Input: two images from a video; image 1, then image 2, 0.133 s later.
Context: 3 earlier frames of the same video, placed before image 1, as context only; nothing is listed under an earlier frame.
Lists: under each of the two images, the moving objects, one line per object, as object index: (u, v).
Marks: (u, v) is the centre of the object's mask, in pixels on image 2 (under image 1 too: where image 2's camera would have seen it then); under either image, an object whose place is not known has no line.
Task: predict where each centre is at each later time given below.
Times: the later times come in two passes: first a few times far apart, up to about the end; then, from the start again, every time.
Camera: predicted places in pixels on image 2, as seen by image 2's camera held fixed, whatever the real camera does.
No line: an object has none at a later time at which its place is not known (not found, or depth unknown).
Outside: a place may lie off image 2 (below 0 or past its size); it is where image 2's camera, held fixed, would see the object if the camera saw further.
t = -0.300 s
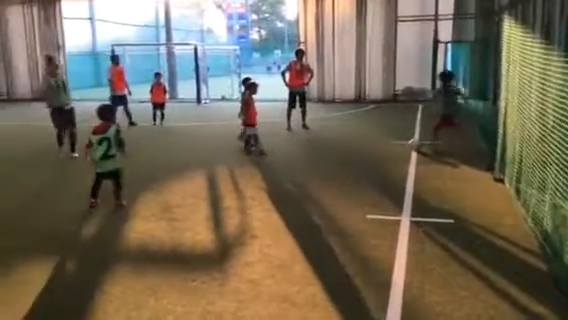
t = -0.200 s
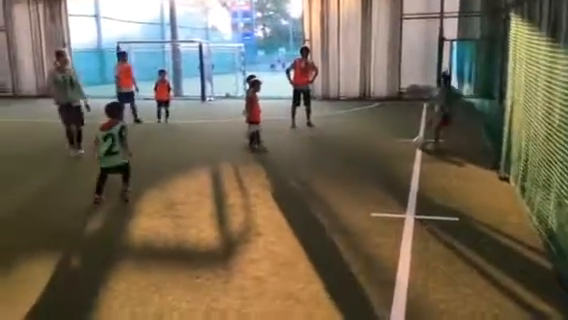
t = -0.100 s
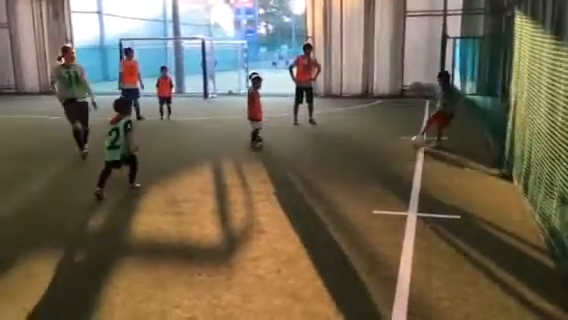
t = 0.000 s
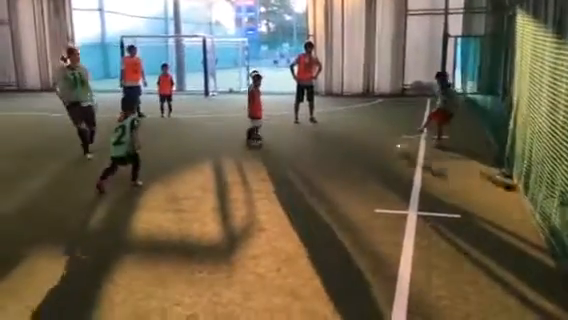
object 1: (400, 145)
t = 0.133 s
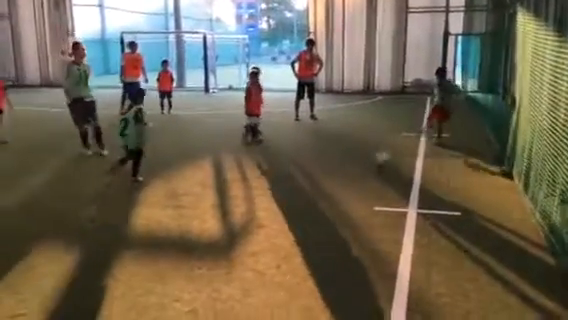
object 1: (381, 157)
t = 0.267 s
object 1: (362, 171)
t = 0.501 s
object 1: (315, 199)
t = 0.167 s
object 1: (378, 161)
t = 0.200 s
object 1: (375, 164)
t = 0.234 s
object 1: (368, 167)
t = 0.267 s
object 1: (362, 171)
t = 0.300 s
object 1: (357, 174)
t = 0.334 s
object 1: (352, 178)
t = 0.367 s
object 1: (345, 181)
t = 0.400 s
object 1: (338, 187)
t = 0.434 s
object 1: (331, 190)
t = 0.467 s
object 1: (324, 195)
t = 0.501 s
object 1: (315, 199)
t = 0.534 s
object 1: (308, 204)
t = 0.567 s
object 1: (298, 210)
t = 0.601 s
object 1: (291, 215)
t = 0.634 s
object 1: (281, 221)
